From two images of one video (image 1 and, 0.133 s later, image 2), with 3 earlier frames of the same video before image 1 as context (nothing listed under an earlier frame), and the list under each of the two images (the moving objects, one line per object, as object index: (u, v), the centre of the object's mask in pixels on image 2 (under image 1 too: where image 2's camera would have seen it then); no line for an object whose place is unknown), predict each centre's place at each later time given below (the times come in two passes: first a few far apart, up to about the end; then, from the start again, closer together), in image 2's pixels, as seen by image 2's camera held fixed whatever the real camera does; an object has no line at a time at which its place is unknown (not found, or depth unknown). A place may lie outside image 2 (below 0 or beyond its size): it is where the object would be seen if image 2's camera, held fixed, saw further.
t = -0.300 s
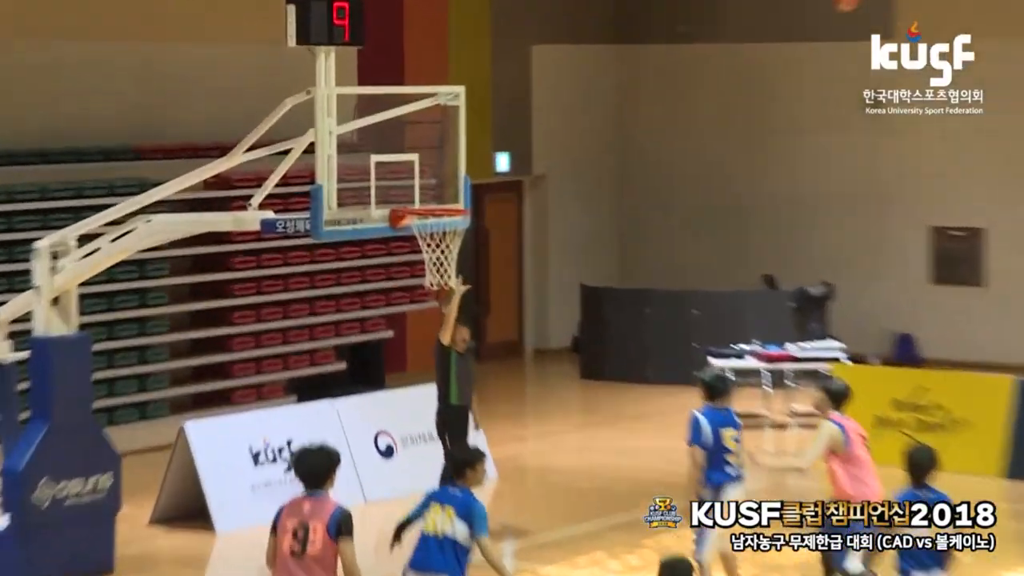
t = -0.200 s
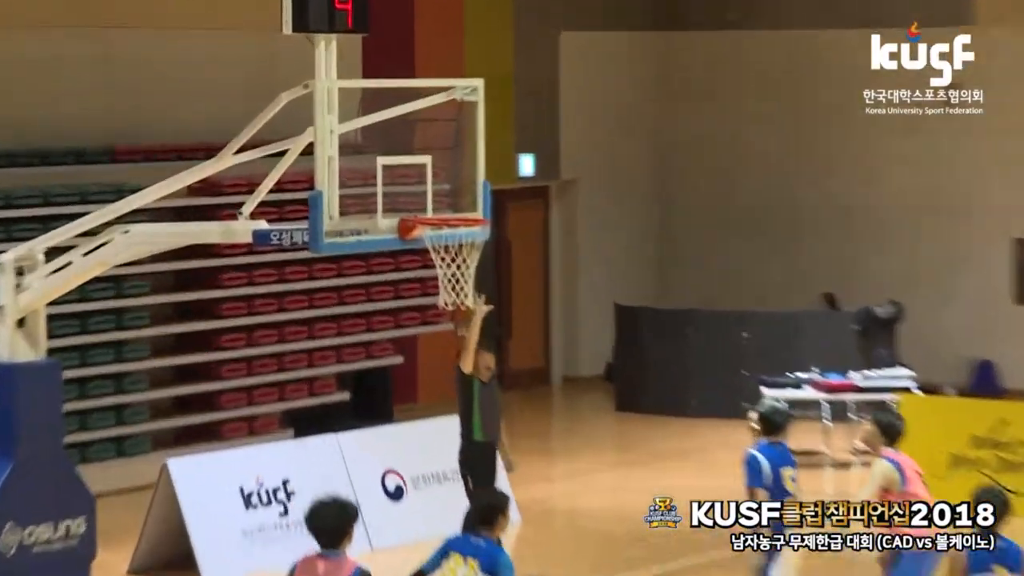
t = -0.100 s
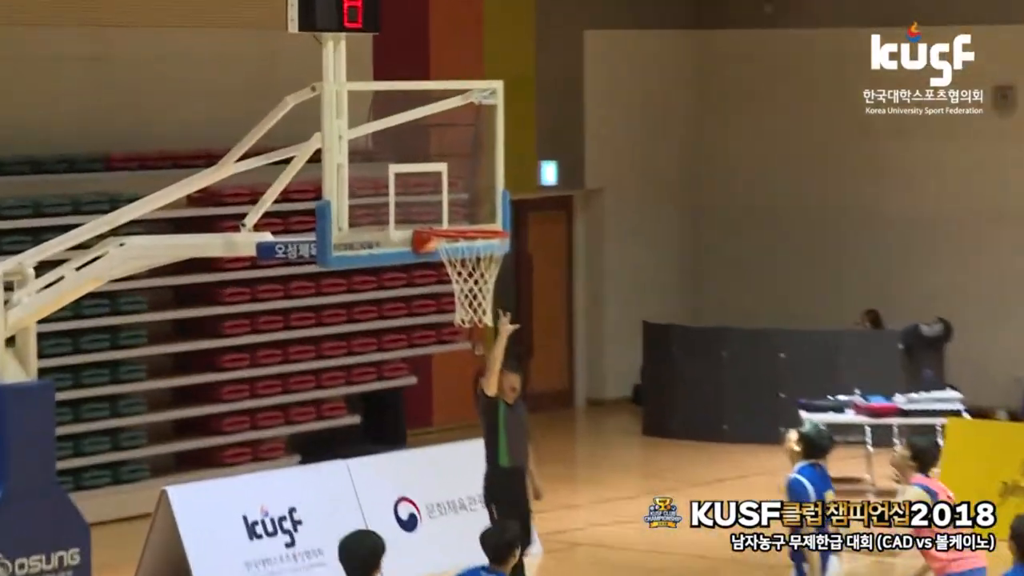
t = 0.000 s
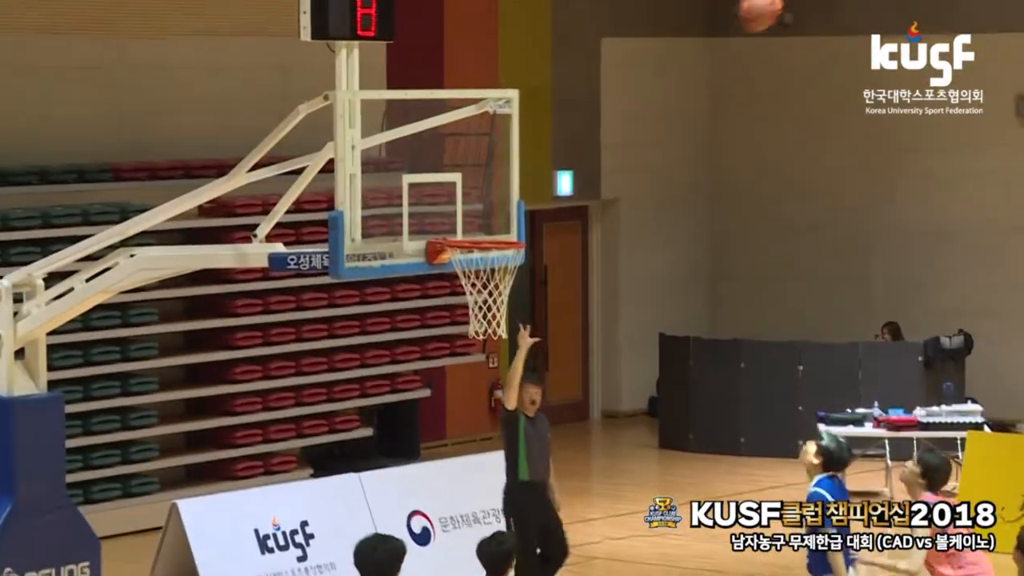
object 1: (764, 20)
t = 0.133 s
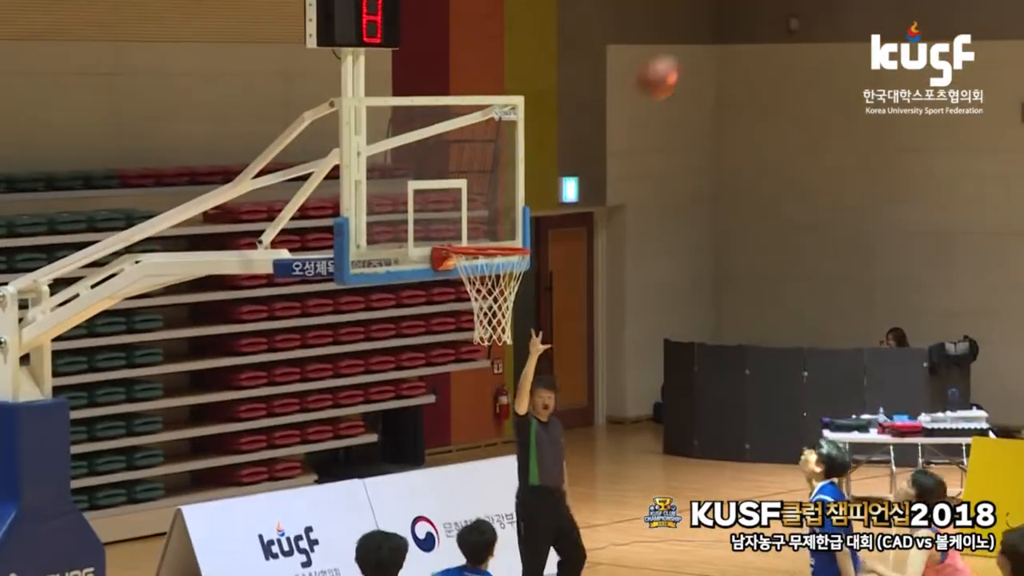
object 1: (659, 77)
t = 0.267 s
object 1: (553, 167)
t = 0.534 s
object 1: (510, 291)
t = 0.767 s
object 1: (525, 316)
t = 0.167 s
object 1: (633, 98)
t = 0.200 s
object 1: (606, 121)
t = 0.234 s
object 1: (580, 144)
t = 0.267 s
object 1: (553, 167)
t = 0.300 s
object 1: (522, 197)
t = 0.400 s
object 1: (488, 270)
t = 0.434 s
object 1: (497, 274)
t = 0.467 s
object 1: (500, 271)
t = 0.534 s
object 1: (510, 291)
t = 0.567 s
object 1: (508, 281)
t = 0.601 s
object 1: (512, 284)
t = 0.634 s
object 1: (516, 286)
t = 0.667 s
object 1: (519, 290)
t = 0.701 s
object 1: (522, 295)
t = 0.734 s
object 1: (524, 305)
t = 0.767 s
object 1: (525, 316)
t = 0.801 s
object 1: (527, 328)
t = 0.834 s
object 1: (531, 344)
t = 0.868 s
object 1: (534, 360)
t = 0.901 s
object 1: (536, 378)
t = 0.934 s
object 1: (539, 398)
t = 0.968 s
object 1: (540, 417)
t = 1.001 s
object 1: (544, 439)
